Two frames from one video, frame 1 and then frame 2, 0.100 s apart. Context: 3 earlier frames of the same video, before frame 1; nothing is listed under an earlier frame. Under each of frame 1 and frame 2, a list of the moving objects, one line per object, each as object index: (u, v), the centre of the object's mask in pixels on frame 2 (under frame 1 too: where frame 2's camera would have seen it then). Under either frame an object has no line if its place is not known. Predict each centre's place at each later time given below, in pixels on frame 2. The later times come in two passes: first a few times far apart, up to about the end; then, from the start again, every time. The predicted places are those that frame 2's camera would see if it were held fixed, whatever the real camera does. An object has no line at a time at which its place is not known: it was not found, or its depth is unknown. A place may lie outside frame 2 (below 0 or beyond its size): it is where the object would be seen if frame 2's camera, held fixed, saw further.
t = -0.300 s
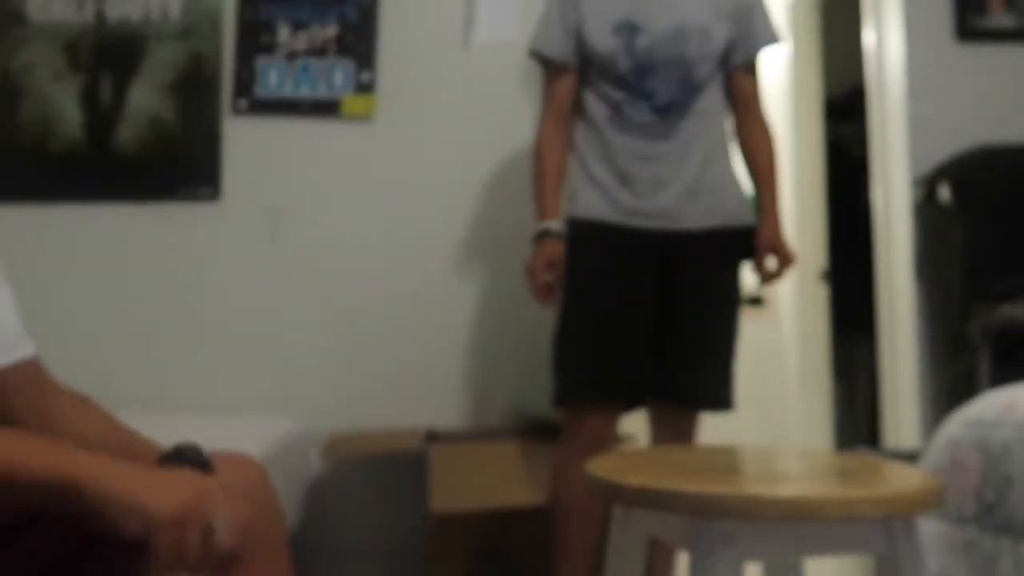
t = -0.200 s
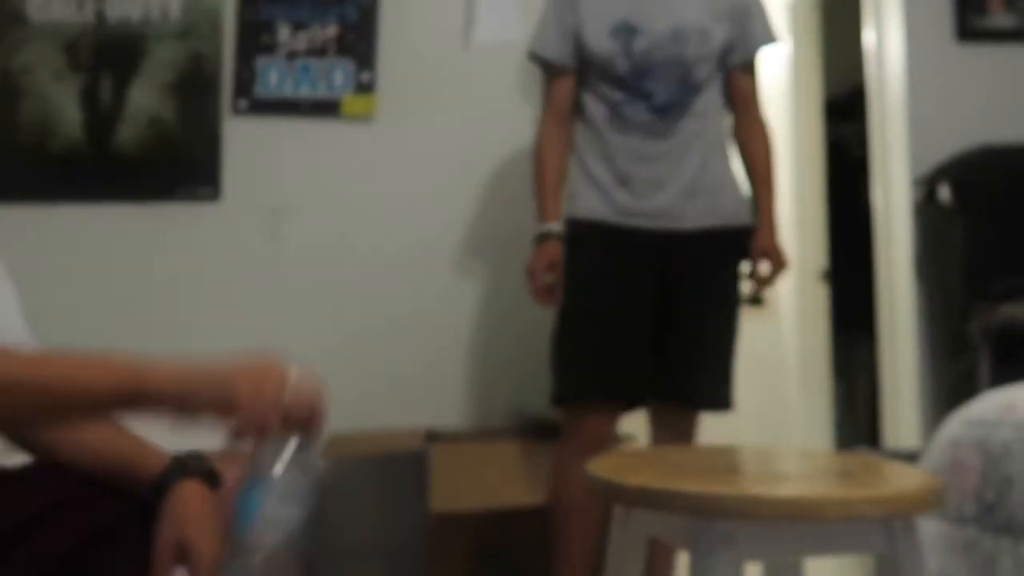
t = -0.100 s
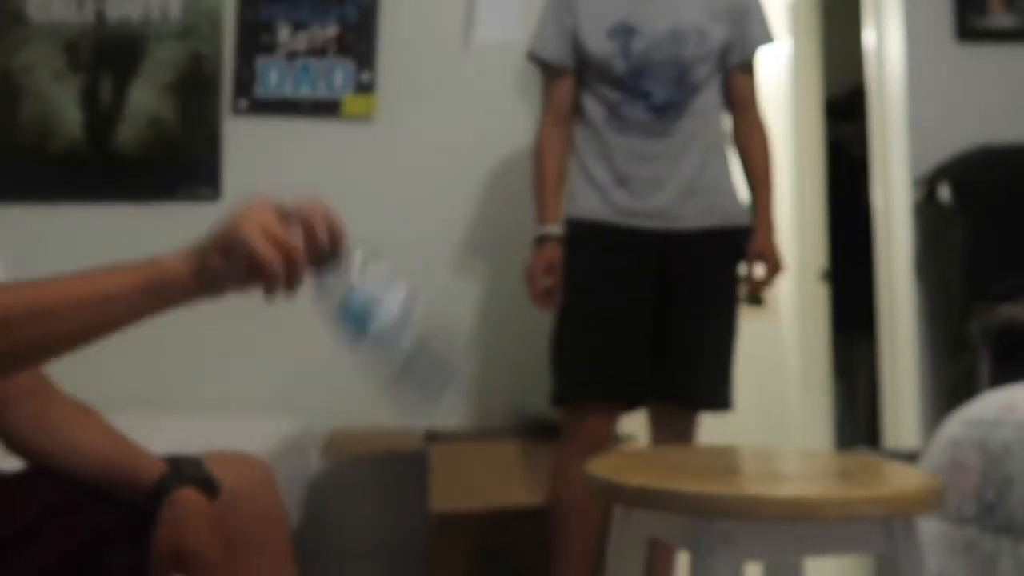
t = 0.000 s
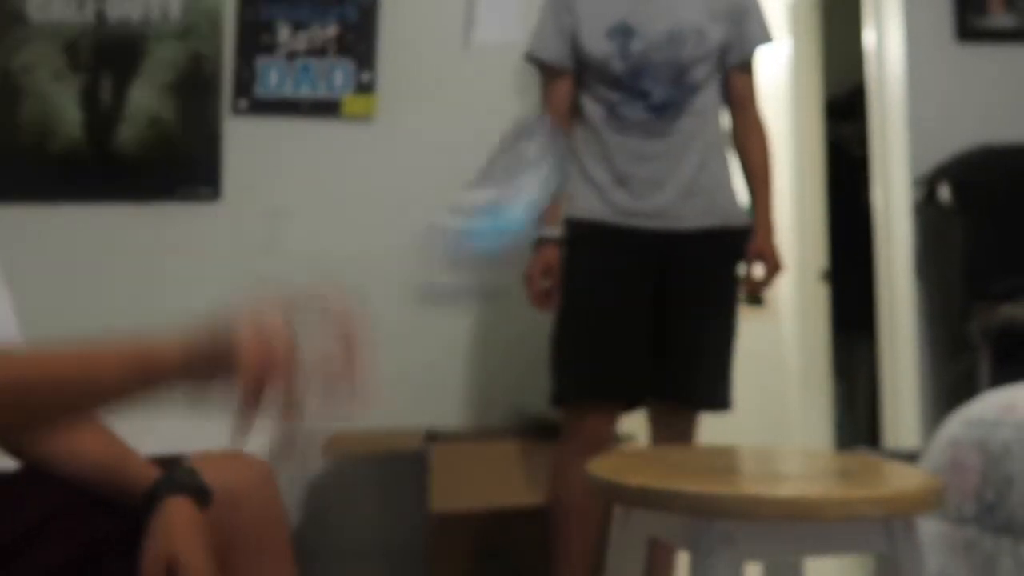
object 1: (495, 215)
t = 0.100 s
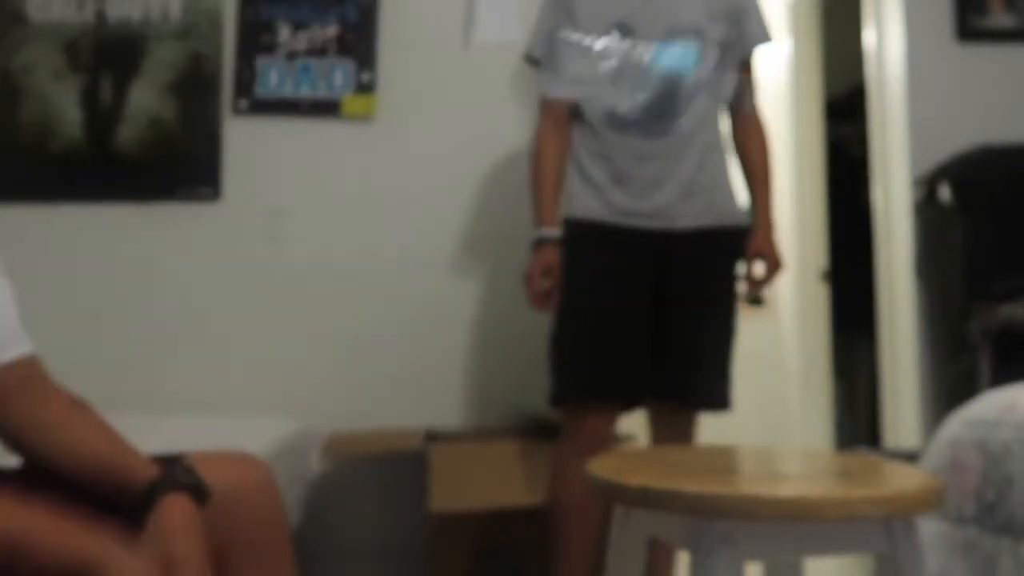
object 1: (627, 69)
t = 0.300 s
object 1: (763, 175)
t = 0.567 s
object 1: (851, 426)
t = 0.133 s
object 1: (657, 56)
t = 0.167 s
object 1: (670, 56)
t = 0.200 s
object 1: (686, 71)
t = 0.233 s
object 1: (718, 80)
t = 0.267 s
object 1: (746, 112)
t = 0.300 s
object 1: (763, 175)
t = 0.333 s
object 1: (791, 243)
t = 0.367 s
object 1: (820, 334)
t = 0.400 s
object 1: (830, 377)
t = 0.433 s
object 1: (829, 386)
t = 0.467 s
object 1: (844, 402)
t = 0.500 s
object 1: (849, 421)
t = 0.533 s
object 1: (850, 426)
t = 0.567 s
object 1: (851, 426)
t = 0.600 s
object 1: (853, 426)
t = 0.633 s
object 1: (853, 426)
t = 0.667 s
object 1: (853, 426)
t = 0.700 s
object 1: (852, 426)
